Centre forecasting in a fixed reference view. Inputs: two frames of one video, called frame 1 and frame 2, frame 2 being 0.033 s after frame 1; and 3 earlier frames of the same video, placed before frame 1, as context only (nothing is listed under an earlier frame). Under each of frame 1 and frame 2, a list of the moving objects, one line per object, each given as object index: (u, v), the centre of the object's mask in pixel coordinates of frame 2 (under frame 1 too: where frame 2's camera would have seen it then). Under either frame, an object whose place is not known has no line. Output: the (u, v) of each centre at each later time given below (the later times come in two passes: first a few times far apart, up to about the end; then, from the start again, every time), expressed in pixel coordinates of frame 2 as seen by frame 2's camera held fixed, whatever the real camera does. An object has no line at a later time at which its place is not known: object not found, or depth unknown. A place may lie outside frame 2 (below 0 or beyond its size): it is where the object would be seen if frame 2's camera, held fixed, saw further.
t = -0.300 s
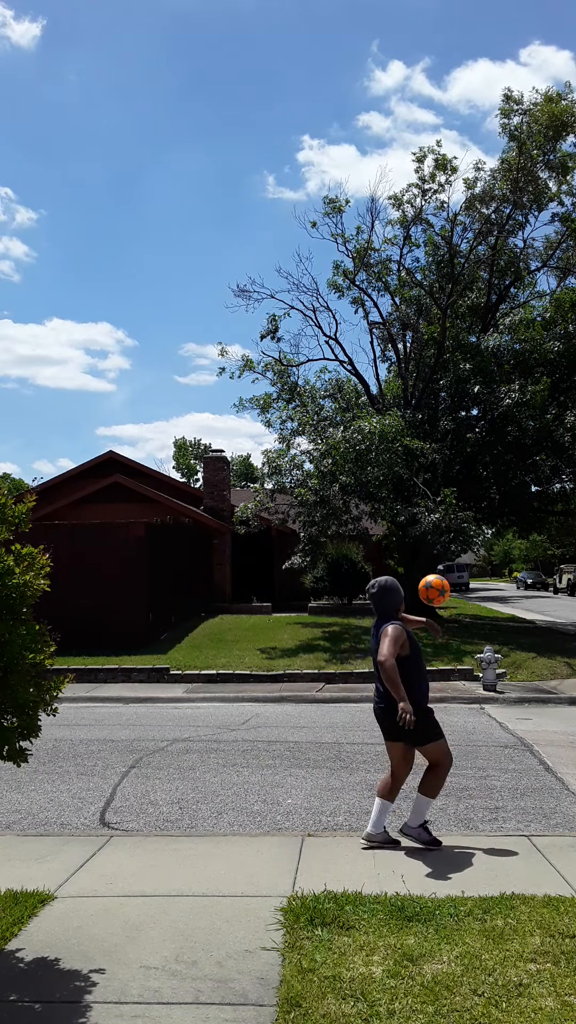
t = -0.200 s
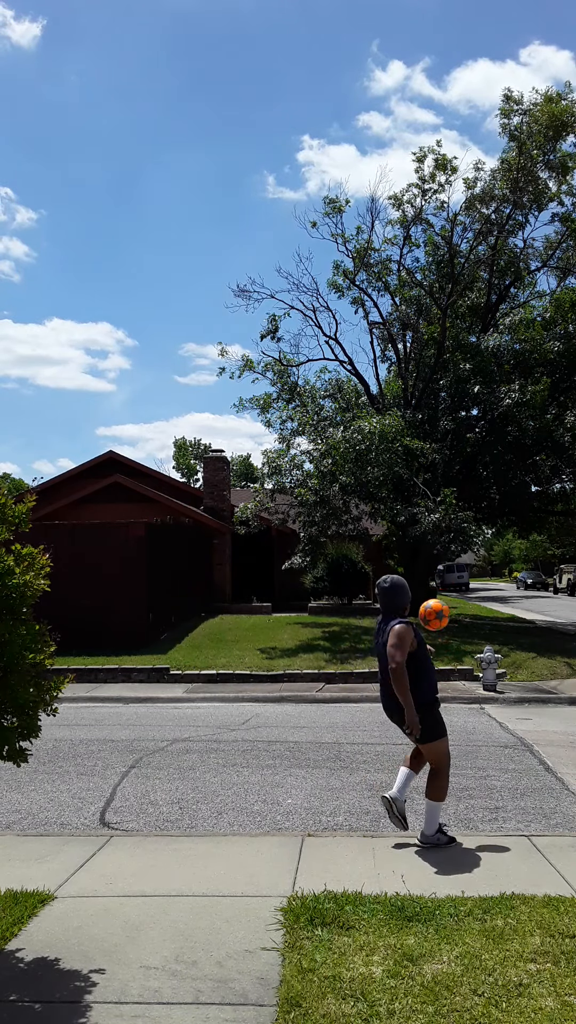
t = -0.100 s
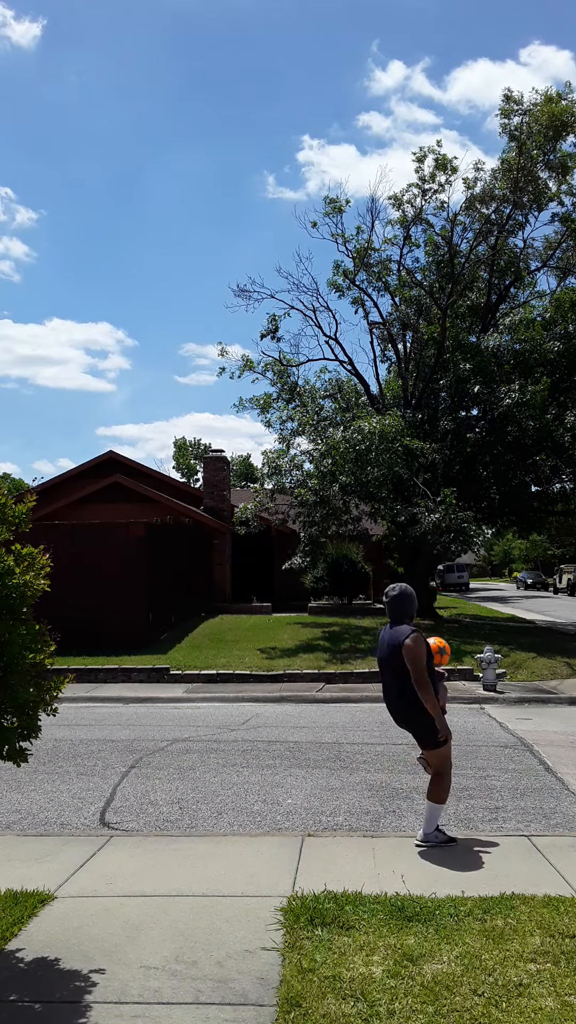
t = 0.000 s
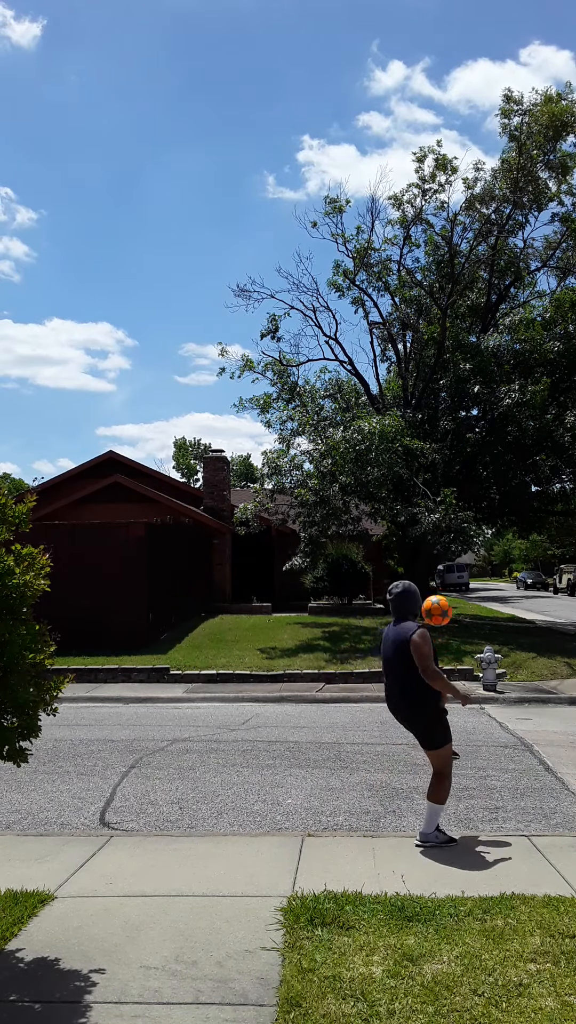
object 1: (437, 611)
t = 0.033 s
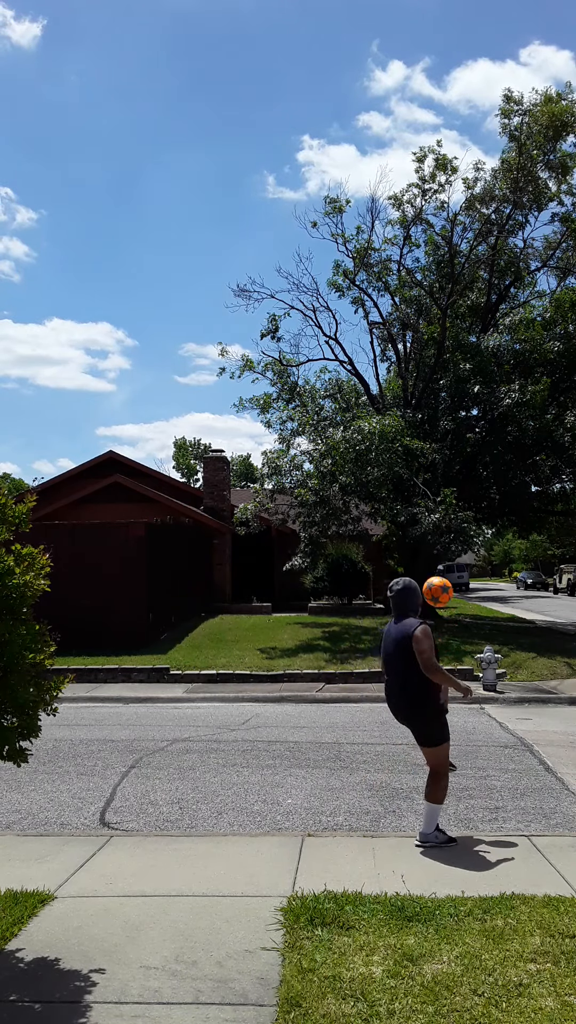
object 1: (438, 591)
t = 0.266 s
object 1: (446, 504)
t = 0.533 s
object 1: (458, 491)
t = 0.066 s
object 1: (439, 574)
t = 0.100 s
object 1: (440, 558)
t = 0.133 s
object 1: (441, 545)
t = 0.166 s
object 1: (442, 532)
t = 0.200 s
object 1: (444, 521)
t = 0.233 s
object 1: (445, 512)
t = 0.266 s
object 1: (446, 504)
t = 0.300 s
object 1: (448, 497)
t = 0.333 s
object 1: (449, 492)
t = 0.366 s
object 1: (450, 489)
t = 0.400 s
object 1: (452, 487)
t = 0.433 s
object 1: (454, 486)
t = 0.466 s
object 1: (455, 486)
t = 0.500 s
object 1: (457, 488)
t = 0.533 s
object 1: (458, 491)
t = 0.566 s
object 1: (460, 496)
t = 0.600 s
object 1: (461, 502)
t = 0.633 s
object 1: (463, 509)
